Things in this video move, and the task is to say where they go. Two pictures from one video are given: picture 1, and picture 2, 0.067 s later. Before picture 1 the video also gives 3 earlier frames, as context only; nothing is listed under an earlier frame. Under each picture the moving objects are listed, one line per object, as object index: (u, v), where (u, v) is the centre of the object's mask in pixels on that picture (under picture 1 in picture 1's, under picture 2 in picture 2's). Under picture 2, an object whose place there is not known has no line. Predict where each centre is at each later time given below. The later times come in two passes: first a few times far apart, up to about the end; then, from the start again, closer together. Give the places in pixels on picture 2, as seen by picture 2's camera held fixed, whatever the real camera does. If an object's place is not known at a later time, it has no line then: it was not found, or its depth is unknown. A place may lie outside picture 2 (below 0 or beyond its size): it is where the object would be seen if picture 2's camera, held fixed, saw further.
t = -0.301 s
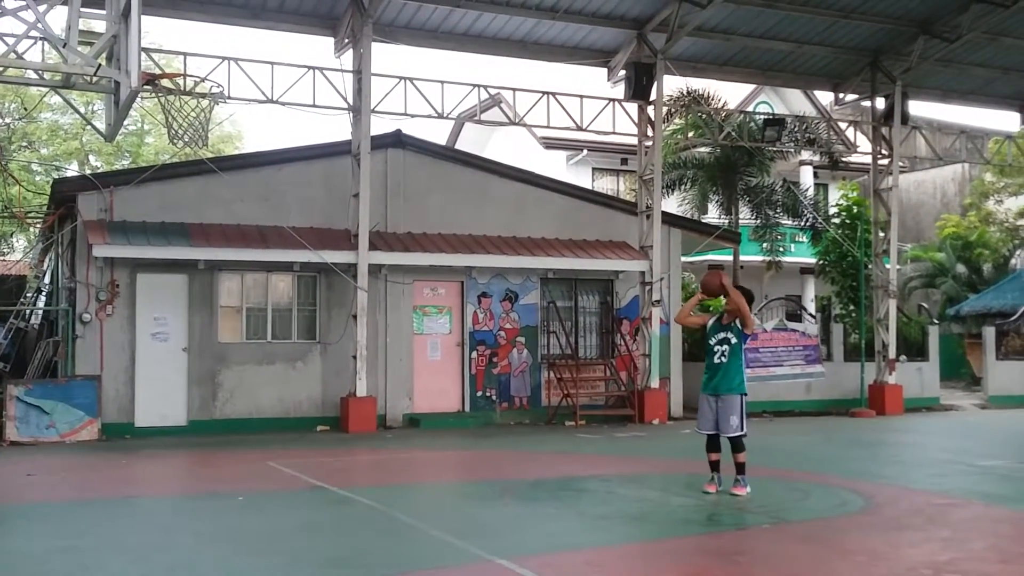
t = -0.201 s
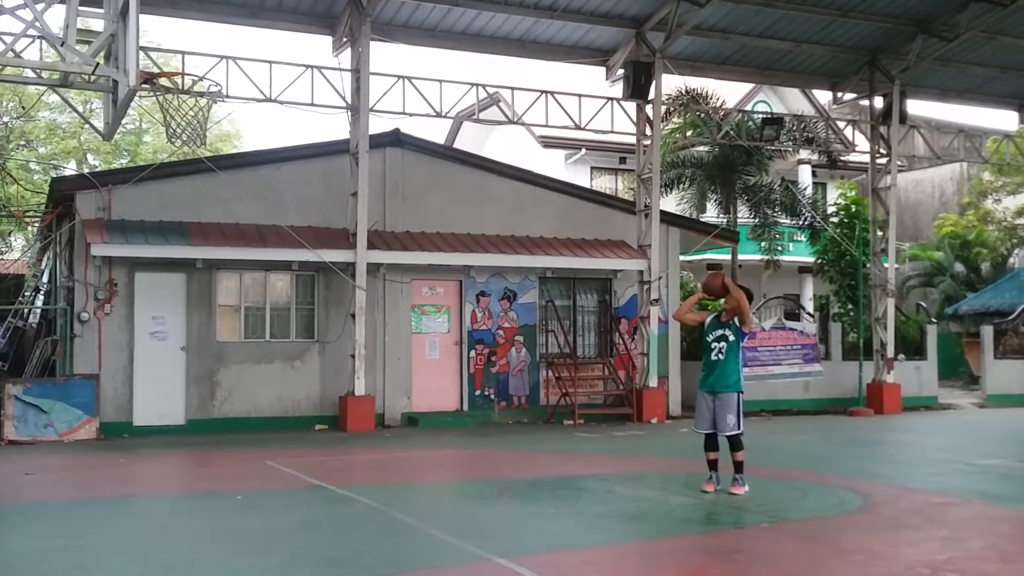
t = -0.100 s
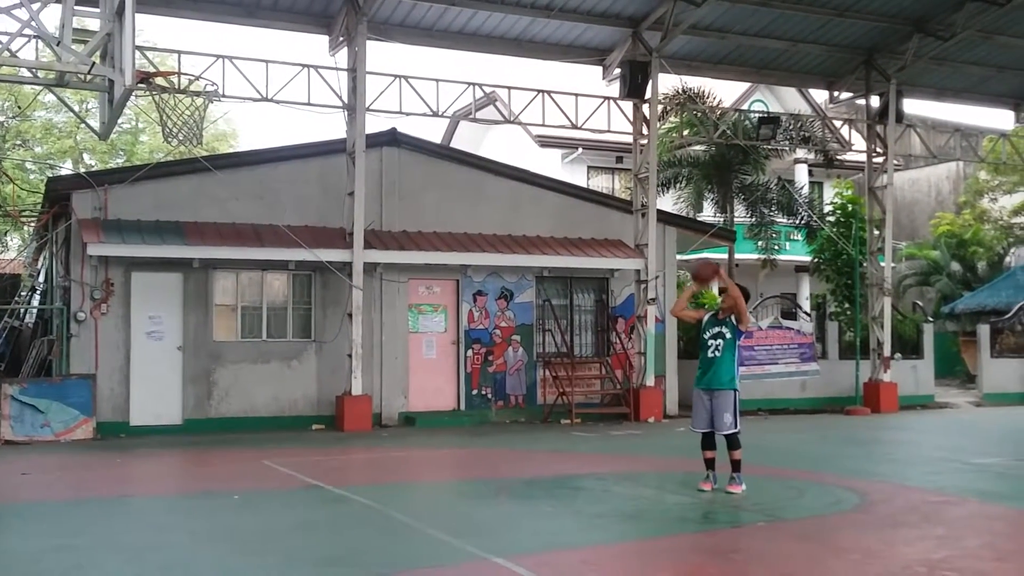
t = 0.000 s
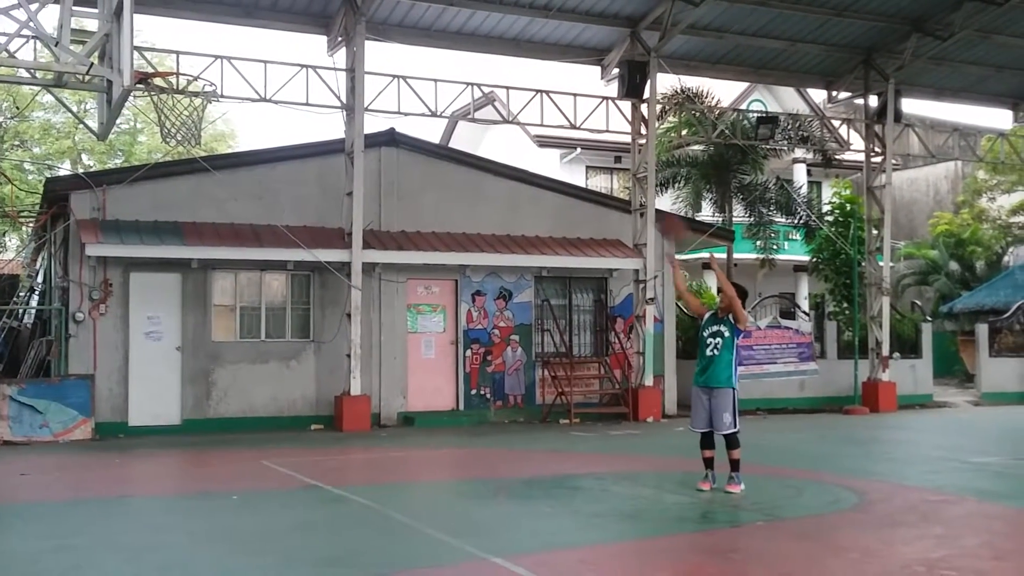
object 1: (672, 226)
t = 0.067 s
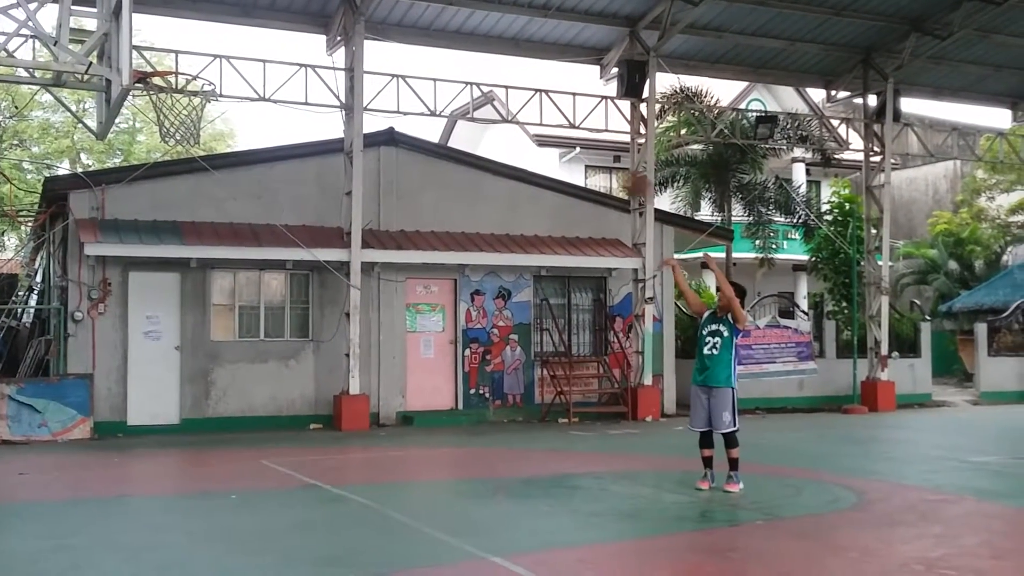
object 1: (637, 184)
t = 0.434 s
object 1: (440, 48)
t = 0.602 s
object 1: (342, 30)
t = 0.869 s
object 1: (164, 90)
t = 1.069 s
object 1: (176, 170)
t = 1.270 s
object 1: (203, 300)
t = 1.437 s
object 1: (224, 465)
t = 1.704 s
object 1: (291, 395)
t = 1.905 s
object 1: (345, 334)
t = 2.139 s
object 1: (405, 335)
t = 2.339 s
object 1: (458, 401)
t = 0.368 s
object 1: (478, 62)
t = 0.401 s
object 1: (459, 54)
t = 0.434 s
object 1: (440, 48)
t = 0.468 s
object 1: (421, 42)
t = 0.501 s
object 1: (402, 37)
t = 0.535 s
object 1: (382, 31)
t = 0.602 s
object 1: (342, 30)
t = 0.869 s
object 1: (164, 90)
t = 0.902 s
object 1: (157, 103)
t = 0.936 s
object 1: (159, 115)
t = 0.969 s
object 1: (162, 126)
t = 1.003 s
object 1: (167, 140)
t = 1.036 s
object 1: (171, 154)
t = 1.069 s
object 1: (176, 170)
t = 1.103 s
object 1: (180, 186)
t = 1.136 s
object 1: (184, 202)
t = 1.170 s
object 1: (191, 225)
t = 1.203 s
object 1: (195, 253)
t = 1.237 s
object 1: (201, 275)
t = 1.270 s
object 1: (203, 300)
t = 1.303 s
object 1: (207, 328)
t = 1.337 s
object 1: (210, 358)
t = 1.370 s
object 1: (215, 389)
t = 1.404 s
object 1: (220, 428)
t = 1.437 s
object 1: (224, 465)
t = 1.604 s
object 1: (261, 450)
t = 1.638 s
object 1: (272, 431)
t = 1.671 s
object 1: (281, 413)
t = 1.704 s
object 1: (291, 395)
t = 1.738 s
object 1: (299, 380)
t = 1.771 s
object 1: (310, 368)
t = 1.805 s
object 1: (320, 357)
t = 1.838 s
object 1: (328, 347)
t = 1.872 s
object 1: (335, 340)
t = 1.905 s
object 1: (345, 334)
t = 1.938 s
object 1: (354, 329)
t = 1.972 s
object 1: (363, 326)
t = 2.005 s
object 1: (372, 325)
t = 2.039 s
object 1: (379, 325)
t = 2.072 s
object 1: (388, 327)
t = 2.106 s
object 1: (396, 330)
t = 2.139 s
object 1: (405, 335)
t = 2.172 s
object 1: (413, 341)
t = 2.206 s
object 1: (422, 350)
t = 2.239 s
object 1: (431, 359)
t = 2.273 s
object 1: (440, 370)
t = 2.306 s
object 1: (448, 383)
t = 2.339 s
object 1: (458, 401)
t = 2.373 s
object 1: (467, 417)
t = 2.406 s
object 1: (474, 434)
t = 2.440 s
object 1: (482, 456)
